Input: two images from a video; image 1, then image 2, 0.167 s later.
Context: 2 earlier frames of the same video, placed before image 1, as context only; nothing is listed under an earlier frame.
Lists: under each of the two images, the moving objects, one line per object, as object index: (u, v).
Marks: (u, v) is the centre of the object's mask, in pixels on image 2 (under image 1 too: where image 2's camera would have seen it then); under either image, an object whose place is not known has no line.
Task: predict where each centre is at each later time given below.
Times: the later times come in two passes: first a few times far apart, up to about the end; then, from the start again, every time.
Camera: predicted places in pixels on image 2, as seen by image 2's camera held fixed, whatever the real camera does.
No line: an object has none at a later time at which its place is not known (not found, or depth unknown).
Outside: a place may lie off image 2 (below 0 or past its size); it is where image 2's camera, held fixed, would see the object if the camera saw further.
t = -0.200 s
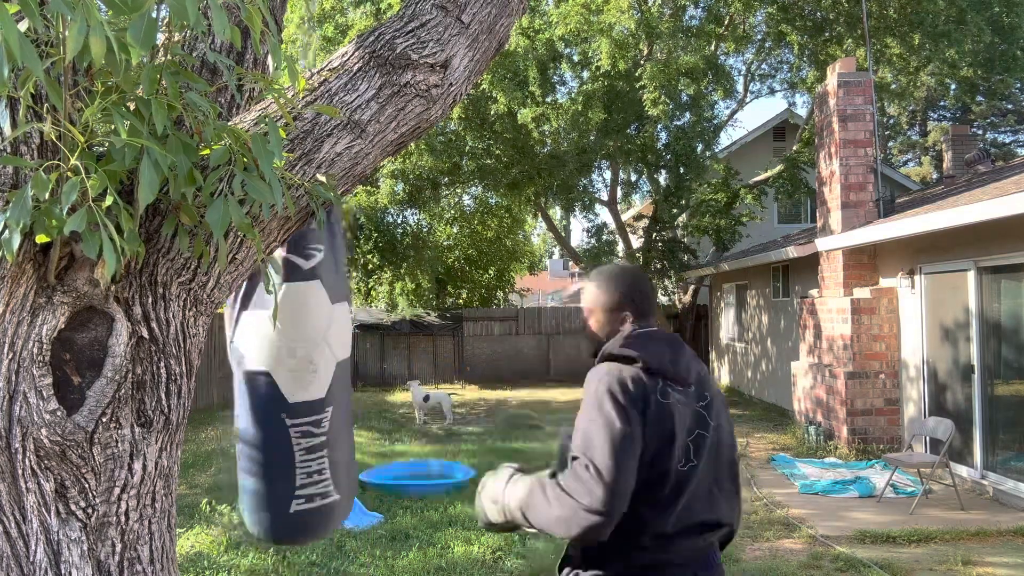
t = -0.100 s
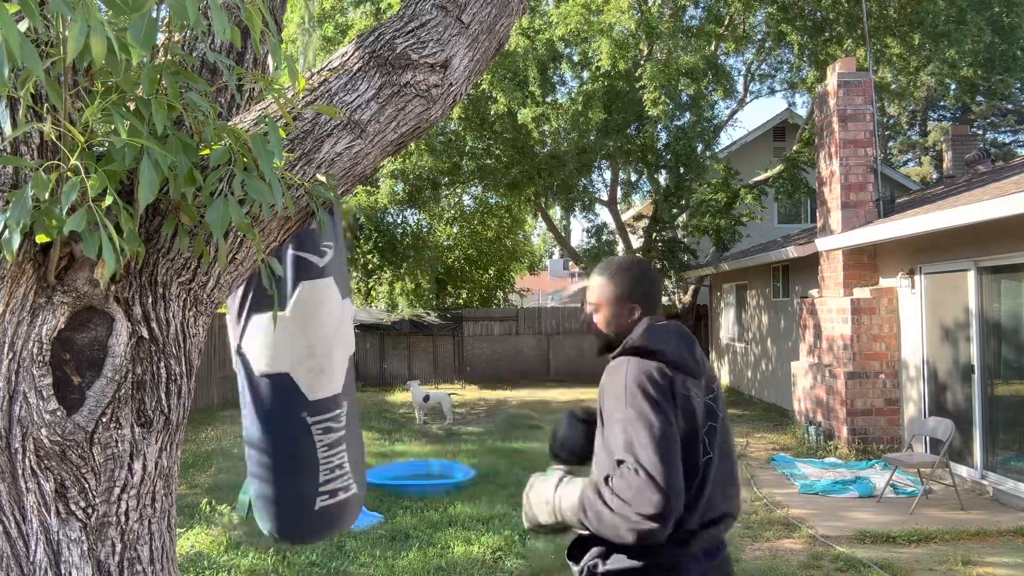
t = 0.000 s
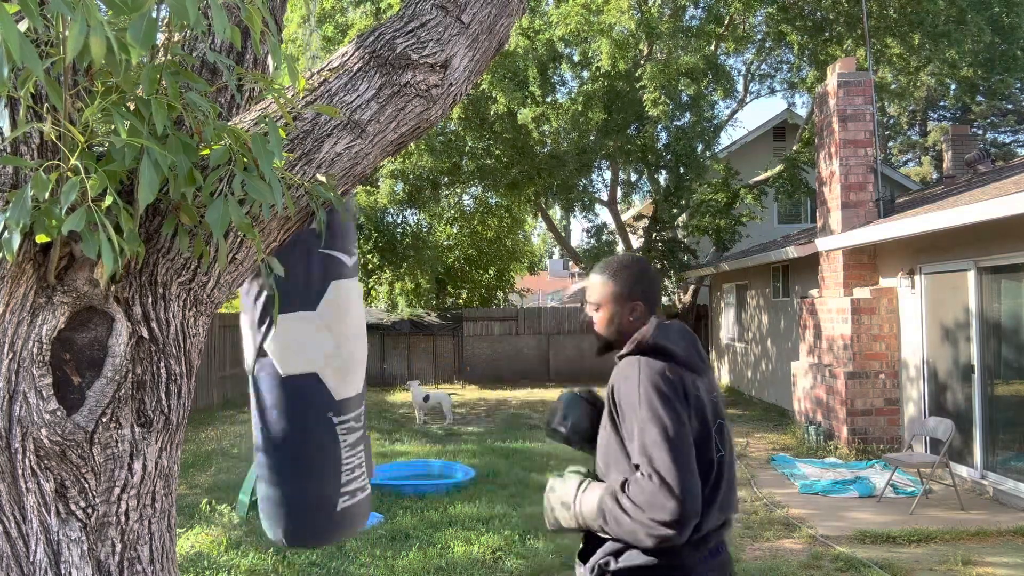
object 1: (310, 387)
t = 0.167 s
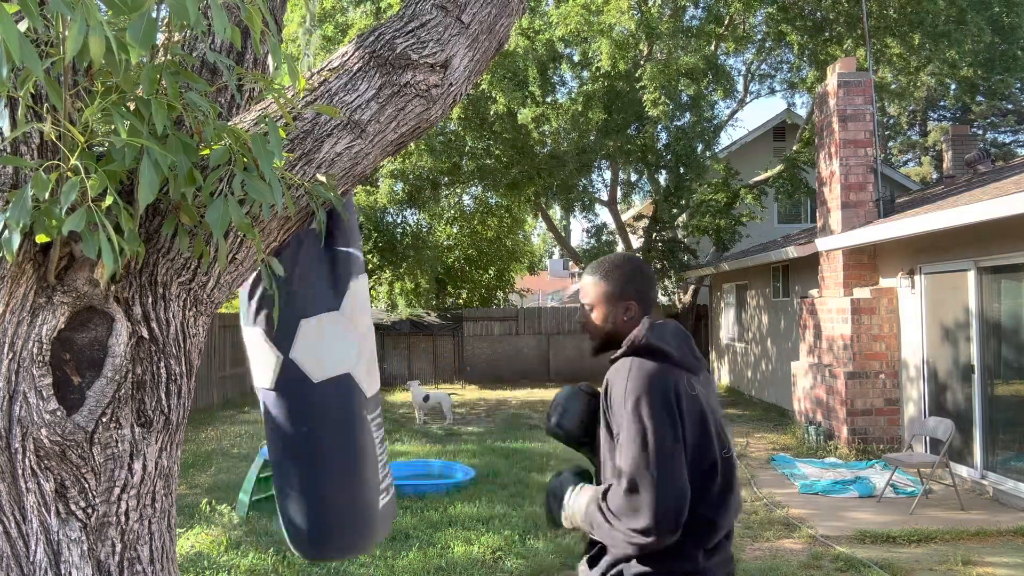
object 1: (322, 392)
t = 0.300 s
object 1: (334, 390)
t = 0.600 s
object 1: (350, 399)
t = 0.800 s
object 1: (346, 401)
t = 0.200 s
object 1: (324, 390)
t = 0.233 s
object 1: (327, 390)
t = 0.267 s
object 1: (331, 390)
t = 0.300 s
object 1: (334, 390)
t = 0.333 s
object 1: (337, 391)
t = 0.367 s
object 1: (339, 392)
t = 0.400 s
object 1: (341, 394)
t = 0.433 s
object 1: (343, 395)
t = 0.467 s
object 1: (345, 395)
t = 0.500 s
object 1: (347, 396)
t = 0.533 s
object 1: (348, 397)
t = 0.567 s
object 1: (349, 398)
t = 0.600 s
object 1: (350, 399)
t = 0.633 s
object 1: (350, 401)
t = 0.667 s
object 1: (349, 402)
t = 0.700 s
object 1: (348, 401)
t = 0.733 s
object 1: (348, 402)
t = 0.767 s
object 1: (347, 401)
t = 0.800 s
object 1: (346, 401)
